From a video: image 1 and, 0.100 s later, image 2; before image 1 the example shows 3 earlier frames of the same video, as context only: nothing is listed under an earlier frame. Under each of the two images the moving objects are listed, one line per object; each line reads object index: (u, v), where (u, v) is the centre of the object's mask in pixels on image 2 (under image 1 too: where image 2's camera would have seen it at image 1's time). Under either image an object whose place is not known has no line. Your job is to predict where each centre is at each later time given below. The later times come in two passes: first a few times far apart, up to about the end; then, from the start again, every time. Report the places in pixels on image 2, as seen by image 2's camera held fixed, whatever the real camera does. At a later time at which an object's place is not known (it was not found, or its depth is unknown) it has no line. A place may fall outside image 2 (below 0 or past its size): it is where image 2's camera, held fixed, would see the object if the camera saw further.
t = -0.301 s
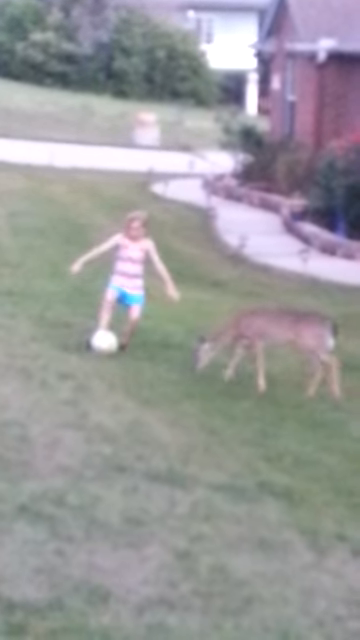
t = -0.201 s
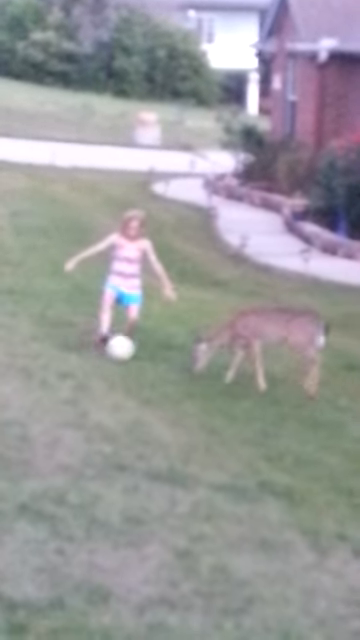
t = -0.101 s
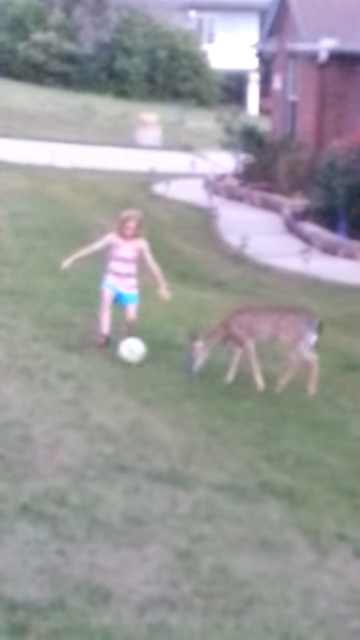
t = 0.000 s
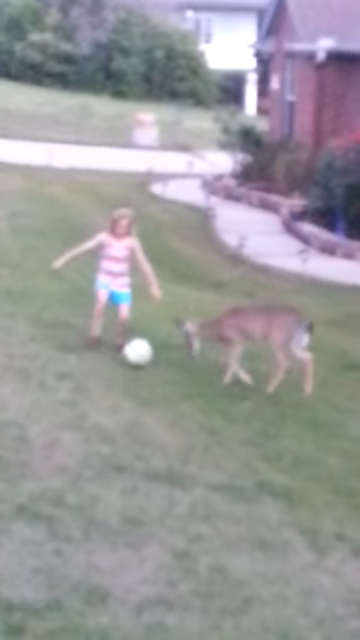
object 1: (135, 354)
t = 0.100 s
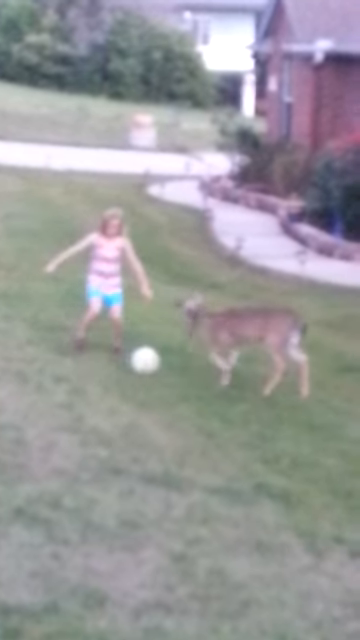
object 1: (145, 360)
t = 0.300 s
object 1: (161, 364)
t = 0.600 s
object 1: (185, 376)
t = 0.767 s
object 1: (194, 379)
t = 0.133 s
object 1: (148, 360)
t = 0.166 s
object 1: (150, 361)
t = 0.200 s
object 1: (153, 362)
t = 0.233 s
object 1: (156, 363)
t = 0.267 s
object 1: (158, 363)
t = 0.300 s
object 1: (161, 364)
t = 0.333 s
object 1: (164, 367)
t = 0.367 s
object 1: (166, 369)
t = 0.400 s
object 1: (169, 369)
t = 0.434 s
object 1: (172, 370)
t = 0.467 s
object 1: (174, 371)
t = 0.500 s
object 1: (177, 372)
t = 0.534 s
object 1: (179, 373)
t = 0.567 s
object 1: (182, 374)
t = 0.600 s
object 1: (185, 376)
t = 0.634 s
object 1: (187, 377)
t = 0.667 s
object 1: (189, 378)
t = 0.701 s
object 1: (191, 378)
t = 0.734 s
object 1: (193, 379)
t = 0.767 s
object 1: (194, 379)
